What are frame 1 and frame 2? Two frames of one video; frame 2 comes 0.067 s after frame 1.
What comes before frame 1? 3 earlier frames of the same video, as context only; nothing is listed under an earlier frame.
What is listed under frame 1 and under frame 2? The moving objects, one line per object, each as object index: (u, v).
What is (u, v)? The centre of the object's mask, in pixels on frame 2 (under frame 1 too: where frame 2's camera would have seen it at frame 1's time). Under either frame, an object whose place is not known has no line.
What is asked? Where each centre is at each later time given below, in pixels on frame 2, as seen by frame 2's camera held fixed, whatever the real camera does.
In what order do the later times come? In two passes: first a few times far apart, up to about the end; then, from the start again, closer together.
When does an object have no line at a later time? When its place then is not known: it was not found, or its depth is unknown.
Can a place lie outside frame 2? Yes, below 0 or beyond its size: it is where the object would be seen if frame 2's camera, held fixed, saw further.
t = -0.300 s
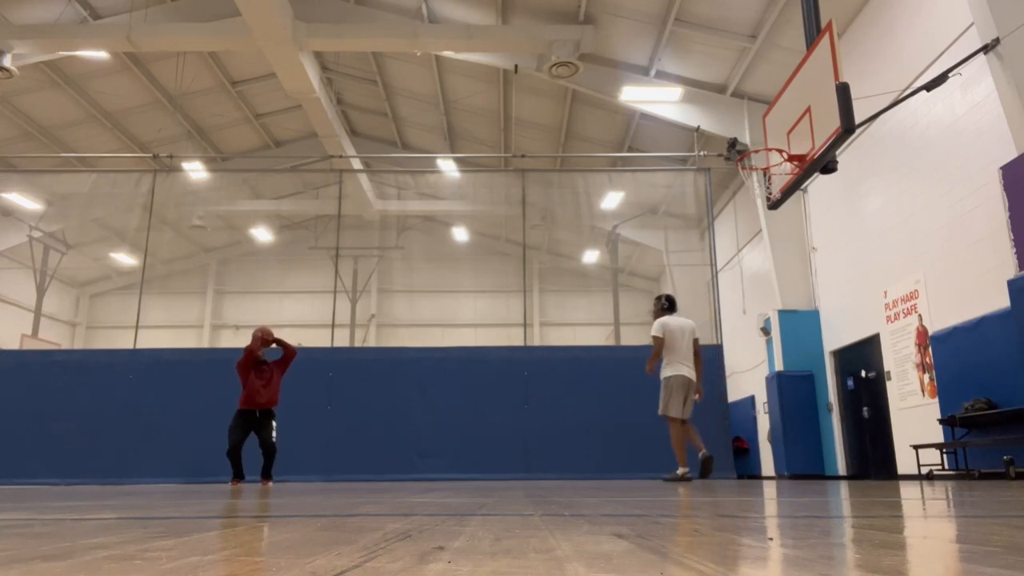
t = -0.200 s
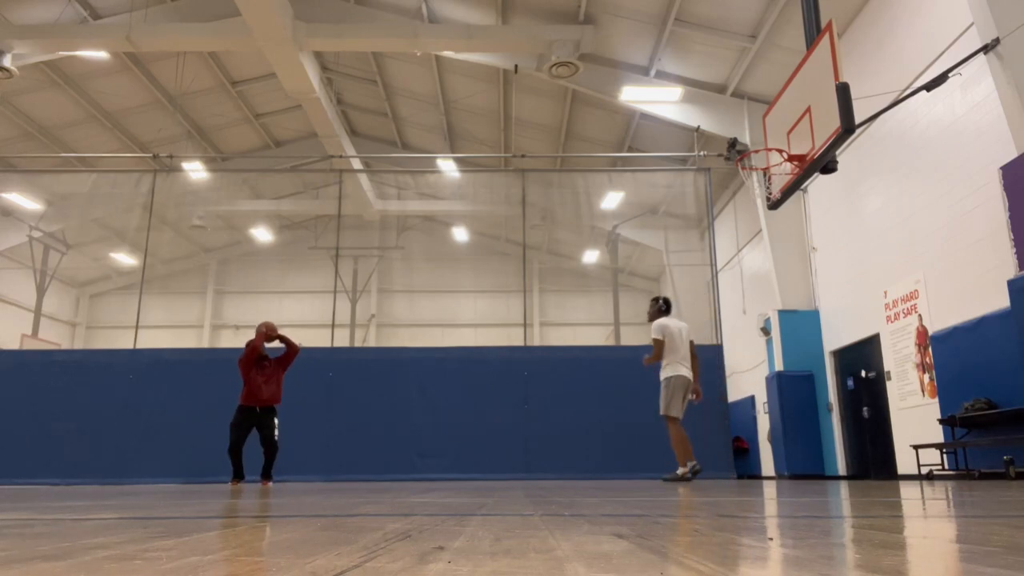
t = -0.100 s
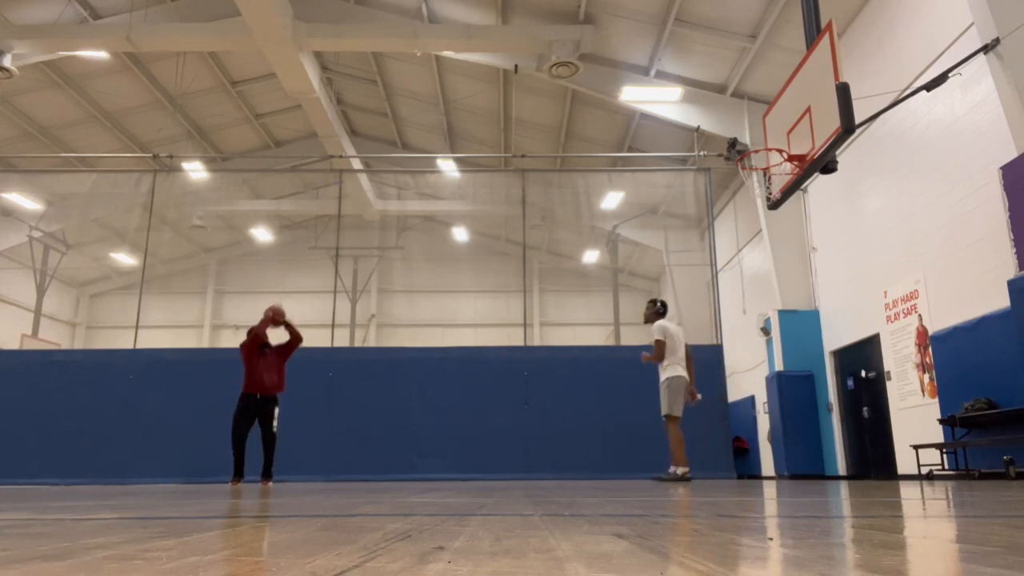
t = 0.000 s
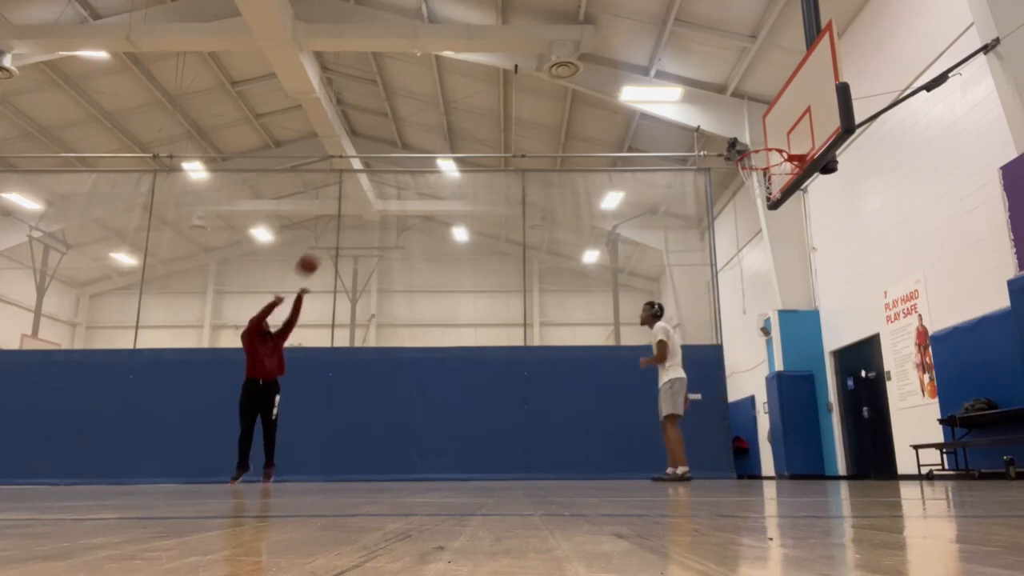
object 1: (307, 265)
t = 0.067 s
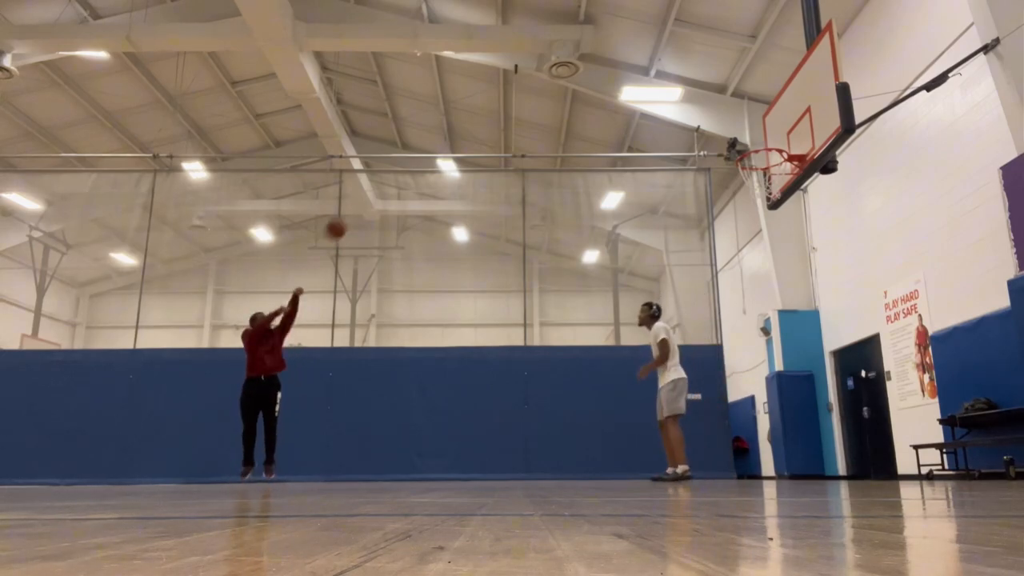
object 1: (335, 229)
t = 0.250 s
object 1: (410, 153)
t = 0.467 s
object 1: (496, 96)
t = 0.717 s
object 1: (597, 76)
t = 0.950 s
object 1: (699, 102)
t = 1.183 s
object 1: (741, 149)
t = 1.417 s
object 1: (622, 167)
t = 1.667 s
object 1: (508, 236)
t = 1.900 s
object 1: (409, 347)
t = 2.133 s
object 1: (316, 450)
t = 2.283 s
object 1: (281, 381)
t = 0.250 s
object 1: (410, 153)
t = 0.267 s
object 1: (417, 145)
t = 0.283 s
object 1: (424, 140)
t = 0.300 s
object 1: (430, 136)
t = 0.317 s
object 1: (436, 131)
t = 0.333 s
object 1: (443, 126)
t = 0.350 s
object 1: (450, 122)
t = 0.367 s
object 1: (457, 117)
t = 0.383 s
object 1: (463, 112)
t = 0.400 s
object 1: (470, 108)
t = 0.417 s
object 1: (477, 105)
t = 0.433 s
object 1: (483, 102)
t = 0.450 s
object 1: (490, 98)
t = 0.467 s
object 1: (496, 96)
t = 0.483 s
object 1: (503, 93)
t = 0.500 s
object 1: (510, 90)
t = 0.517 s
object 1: (517, 87)
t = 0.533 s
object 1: (523, 85)
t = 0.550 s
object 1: (529, 83)
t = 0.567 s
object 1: (536, 82)
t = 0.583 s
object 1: (543, 80)
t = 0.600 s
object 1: (549, 79)
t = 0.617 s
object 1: (556, 78)
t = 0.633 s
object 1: (562, 76)
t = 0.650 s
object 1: (570, 76)
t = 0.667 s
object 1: (577, 76)
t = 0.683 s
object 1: (583, 75)
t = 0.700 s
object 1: (590, 75)
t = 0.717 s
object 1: (597, 76)
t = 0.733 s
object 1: (604, 76)
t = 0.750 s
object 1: (611, 77)
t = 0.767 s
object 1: (617, 78)
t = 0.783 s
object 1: (624, 78)
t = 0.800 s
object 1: (633, 79)
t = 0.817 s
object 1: (639, 80)
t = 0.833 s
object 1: (647, 82)
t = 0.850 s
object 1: (654, 84)
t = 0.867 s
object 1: (661, 86)
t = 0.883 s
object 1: (669, 89)
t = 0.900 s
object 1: (678, 93)
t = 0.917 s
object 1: (685, 96)
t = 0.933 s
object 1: (692, 99)
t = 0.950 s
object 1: (699, 102)
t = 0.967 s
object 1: (707, 107)
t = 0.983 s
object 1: (714, 111)
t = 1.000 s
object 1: (722, 115)
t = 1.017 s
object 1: (730, 120)
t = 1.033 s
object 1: (738, 125)
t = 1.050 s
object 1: (746, 130)
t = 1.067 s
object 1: (755, 136)
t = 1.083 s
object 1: (762, 140)
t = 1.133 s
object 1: (768, 151)
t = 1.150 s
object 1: (759, 150)
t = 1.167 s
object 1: (751, 148)
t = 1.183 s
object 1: (741, 149)
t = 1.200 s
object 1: (732, 150)
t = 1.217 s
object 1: (722, 149)
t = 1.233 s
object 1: (714, 149)
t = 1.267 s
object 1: (696, 150)
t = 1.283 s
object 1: (688, 151)
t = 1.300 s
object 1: (680, 152)
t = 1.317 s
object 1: (670, 154)
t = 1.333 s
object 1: (662, 156)
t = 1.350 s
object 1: (654, 157)
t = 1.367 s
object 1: (645, 160)
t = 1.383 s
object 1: (638, 163)
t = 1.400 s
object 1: (630, 165)
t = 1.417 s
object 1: (622, 167)
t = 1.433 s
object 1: (614, 170)
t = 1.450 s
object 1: (605, 173)
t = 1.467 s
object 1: (598, 177)
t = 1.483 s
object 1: (590, 180)
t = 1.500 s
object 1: (582, 185)
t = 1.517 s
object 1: (575, 188)
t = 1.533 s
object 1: (567, 193)
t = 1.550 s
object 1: (560, 197)
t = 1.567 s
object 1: (552, 202)
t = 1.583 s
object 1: (545, 207)
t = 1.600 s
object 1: (537, 212)
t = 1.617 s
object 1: (530, 217)
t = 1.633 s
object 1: (522, 223)
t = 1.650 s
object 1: (515, 229)
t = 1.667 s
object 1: (508, 236)
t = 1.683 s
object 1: (501, 242)
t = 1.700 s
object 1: (493, 249)
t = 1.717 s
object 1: (486, 255)
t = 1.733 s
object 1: (479, 263)
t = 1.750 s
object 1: (472, 270)
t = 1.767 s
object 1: (465, 277)
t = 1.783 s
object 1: (458, 285)
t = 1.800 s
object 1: (450, 293)
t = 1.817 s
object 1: (443, 302)
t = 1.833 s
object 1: (436, 310)
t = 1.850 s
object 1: (429, 319)
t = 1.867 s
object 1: (422, 328)
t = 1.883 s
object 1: (415, 337)
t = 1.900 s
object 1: (409, 347)
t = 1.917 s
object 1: (401, 357)
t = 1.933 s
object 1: (394, 367)
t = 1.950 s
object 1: (387, 377)
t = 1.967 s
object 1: (380, 387)
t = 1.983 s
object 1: (373, 398)
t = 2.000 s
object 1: (366, 409)
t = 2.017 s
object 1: (359, 420)
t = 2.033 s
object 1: (351, 432)
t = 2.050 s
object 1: (345, 443)
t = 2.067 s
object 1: (337, 456)
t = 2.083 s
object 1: (330, 468)
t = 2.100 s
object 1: (324, 469)
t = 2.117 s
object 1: (319, 460)
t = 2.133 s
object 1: (316, 450)
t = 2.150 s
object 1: (312, 441)
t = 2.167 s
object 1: (308, 432)
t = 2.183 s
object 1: (304, 424)
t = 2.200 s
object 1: (301, 416)
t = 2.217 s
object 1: (297, 408)
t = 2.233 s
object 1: (293, 401)
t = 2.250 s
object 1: (289, 394)
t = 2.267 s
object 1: (285, 387)
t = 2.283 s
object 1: (281, 381)
